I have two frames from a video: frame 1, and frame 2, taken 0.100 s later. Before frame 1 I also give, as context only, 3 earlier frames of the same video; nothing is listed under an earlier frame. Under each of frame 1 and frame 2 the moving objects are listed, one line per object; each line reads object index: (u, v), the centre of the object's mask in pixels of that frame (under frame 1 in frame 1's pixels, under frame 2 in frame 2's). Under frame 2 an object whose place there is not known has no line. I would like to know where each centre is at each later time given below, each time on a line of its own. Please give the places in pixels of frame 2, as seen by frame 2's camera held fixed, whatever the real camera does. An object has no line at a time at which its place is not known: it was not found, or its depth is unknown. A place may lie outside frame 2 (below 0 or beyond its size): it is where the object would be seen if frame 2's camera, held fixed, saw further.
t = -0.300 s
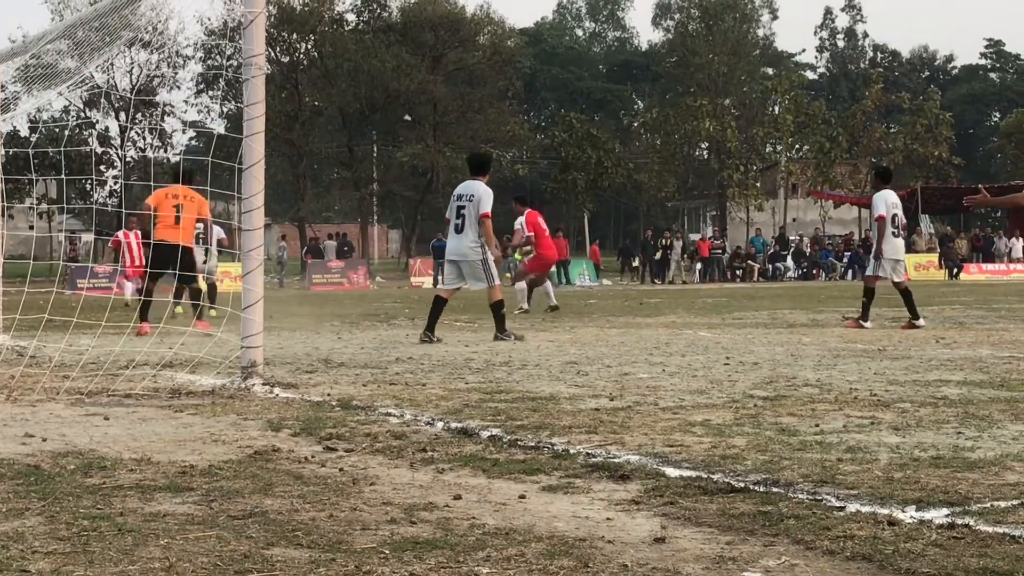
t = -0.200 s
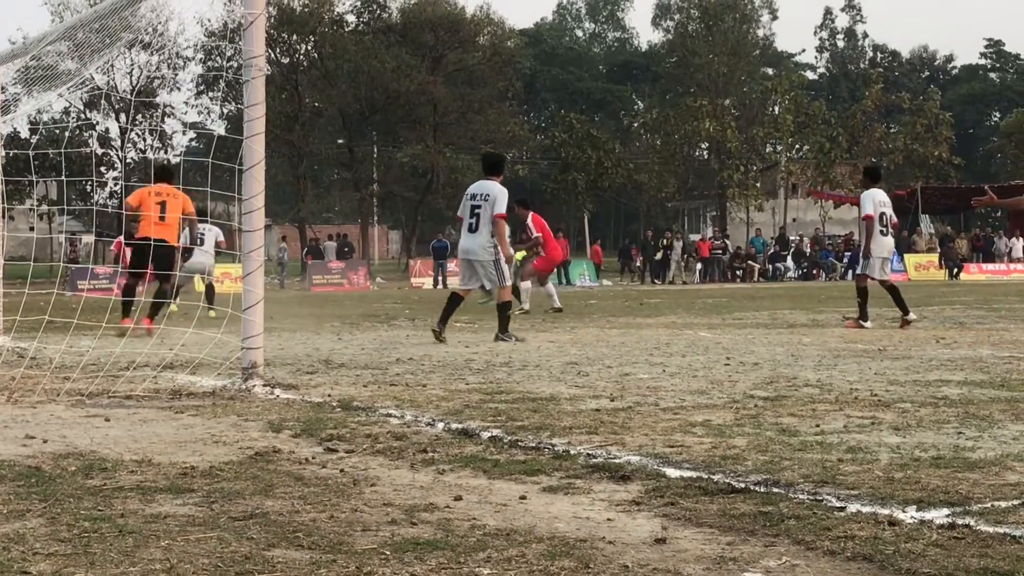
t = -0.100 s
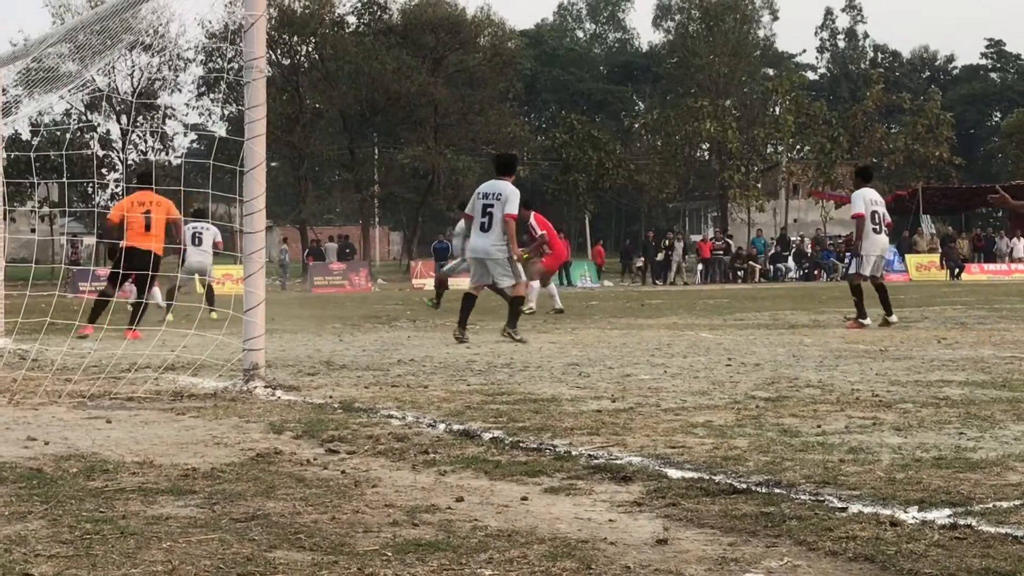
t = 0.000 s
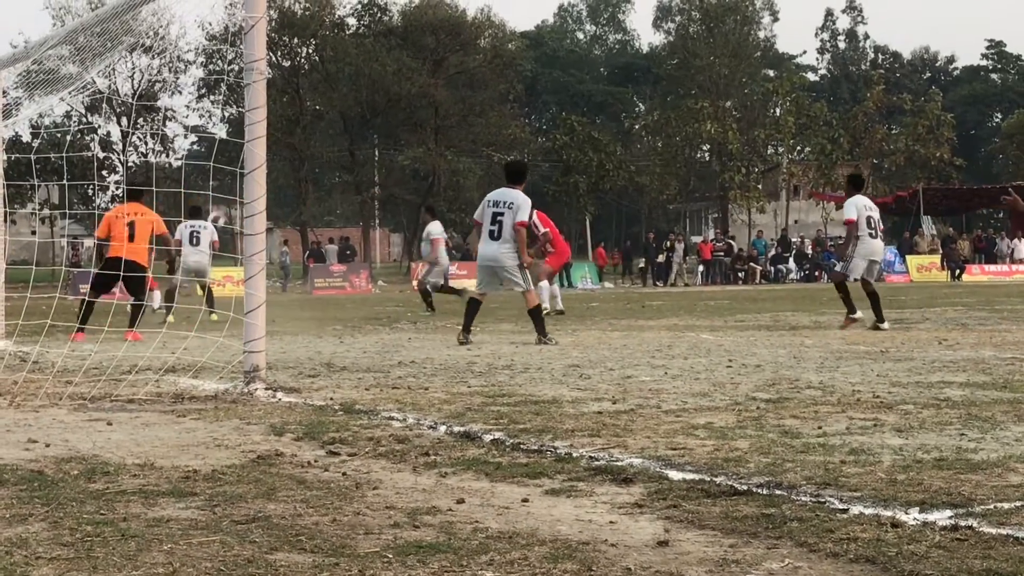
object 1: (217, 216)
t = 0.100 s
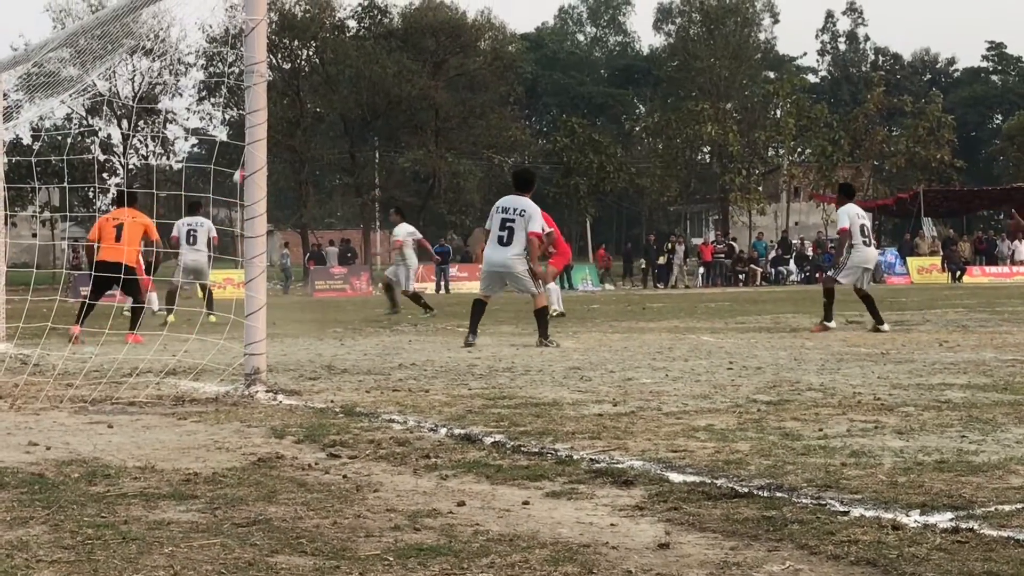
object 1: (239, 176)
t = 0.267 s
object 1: (290, 107)
